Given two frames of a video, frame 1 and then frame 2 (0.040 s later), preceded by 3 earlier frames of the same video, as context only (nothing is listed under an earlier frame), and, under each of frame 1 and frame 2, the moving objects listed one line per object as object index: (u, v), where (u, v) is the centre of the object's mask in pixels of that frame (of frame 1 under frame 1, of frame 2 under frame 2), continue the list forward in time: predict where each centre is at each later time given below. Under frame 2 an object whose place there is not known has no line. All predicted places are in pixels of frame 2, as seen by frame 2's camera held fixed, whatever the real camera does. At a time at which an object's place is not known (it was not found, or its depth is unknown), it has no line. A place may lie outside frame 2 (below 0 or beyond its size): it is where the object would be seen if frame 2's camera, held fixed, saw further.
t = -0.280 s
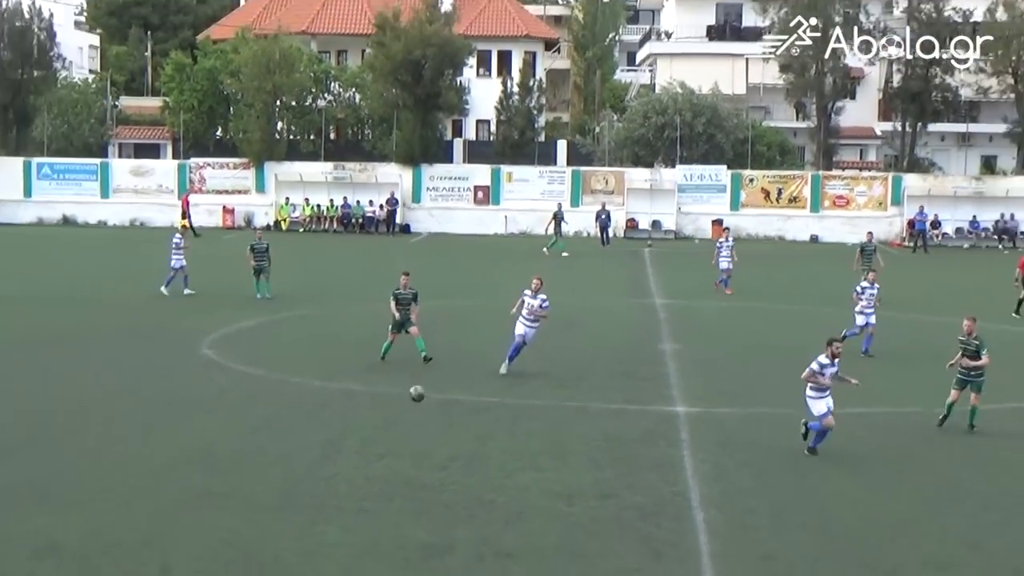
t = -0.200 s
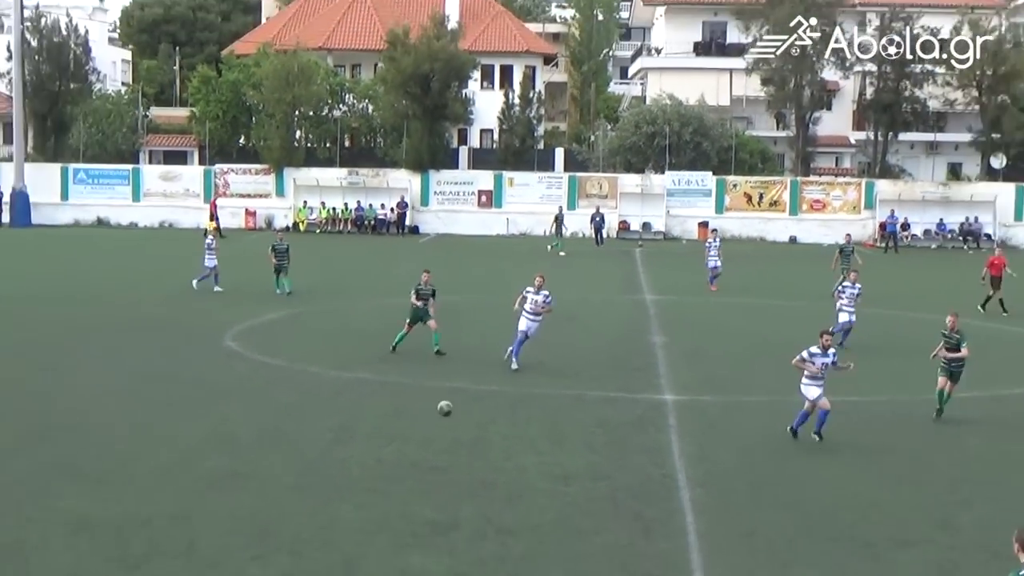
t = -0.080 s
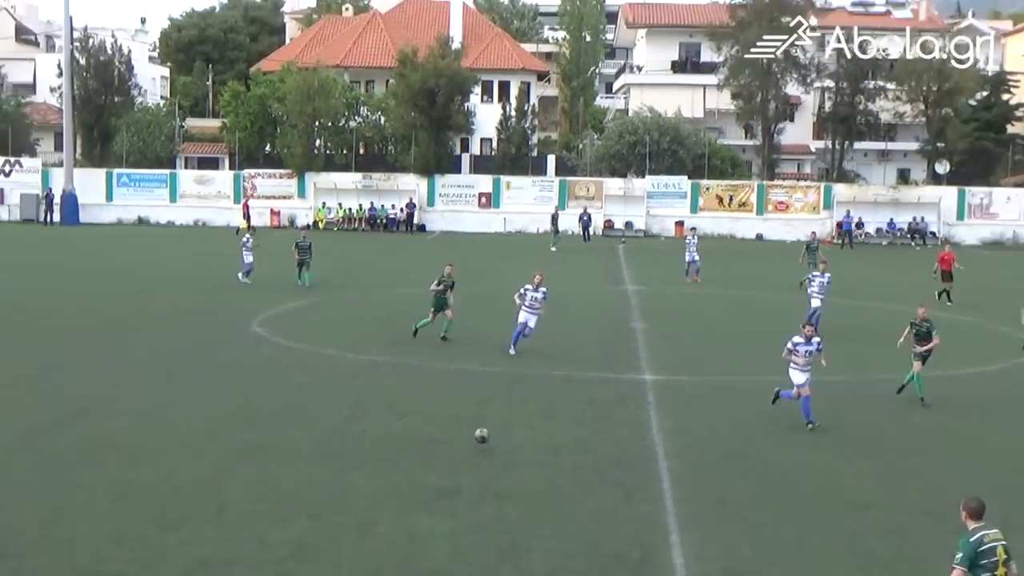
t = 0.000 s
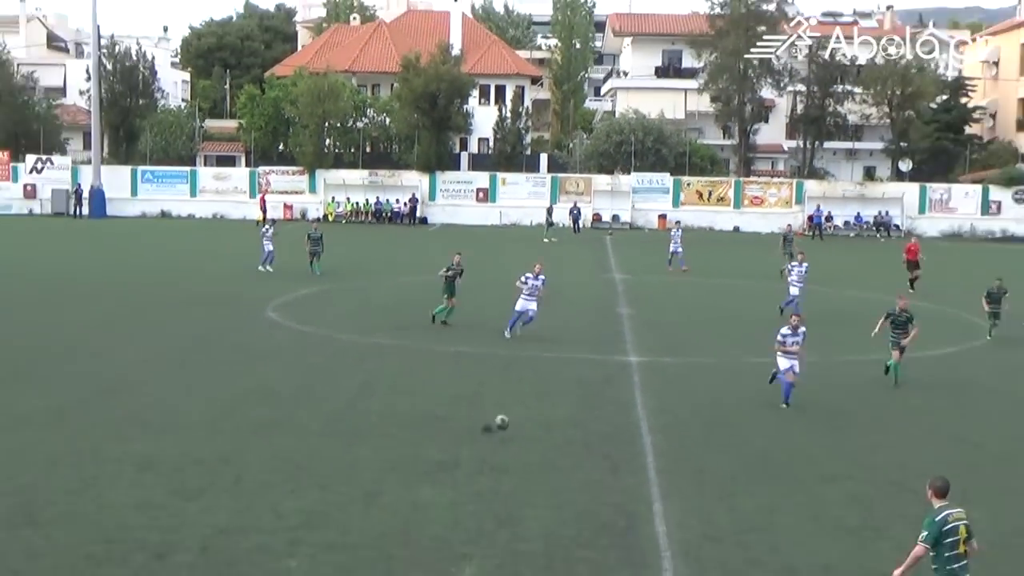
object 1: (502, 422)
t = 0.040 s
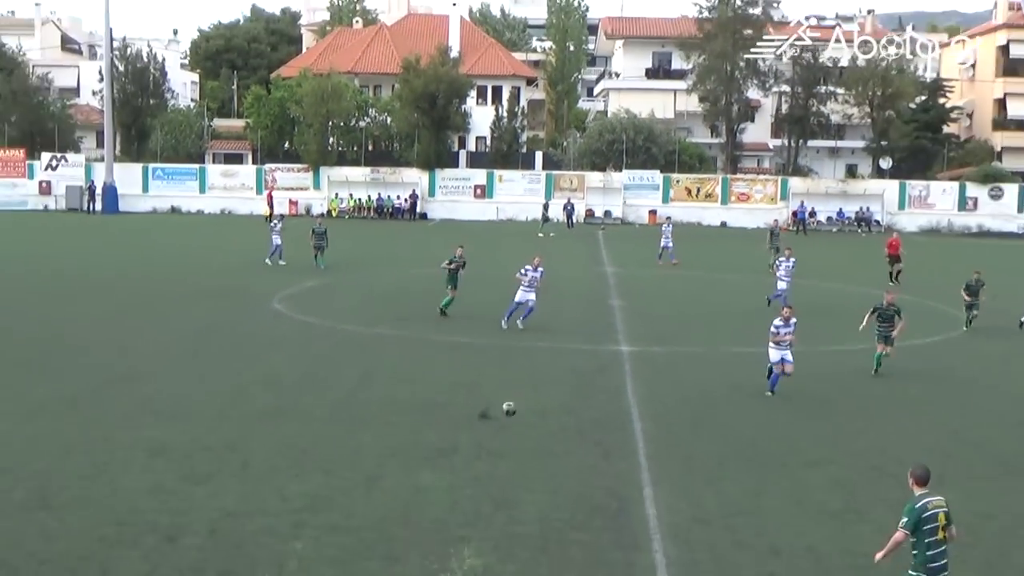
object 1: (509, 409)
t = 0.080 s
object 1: (520, 408)
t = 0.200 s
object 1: (557, 413)
